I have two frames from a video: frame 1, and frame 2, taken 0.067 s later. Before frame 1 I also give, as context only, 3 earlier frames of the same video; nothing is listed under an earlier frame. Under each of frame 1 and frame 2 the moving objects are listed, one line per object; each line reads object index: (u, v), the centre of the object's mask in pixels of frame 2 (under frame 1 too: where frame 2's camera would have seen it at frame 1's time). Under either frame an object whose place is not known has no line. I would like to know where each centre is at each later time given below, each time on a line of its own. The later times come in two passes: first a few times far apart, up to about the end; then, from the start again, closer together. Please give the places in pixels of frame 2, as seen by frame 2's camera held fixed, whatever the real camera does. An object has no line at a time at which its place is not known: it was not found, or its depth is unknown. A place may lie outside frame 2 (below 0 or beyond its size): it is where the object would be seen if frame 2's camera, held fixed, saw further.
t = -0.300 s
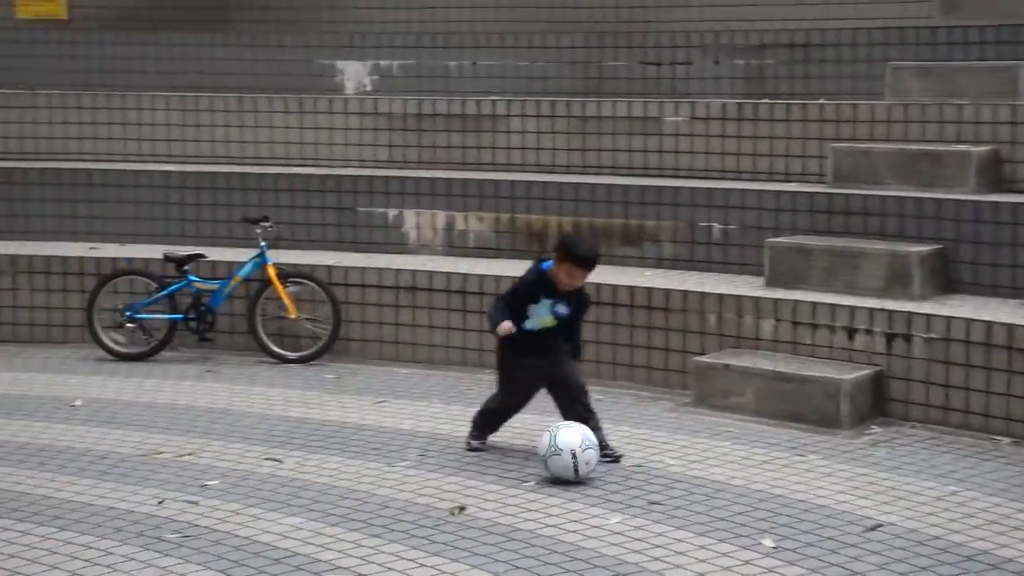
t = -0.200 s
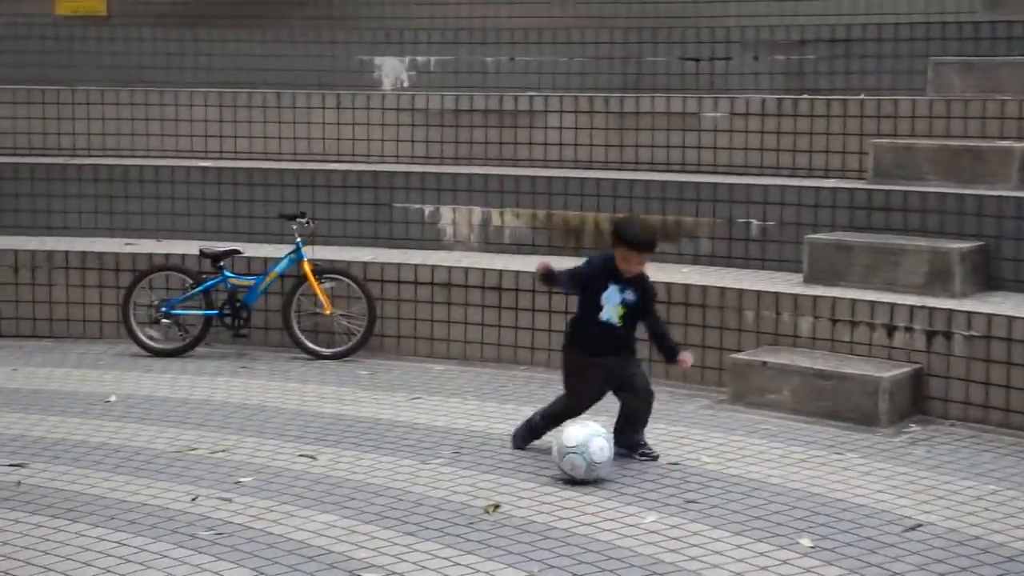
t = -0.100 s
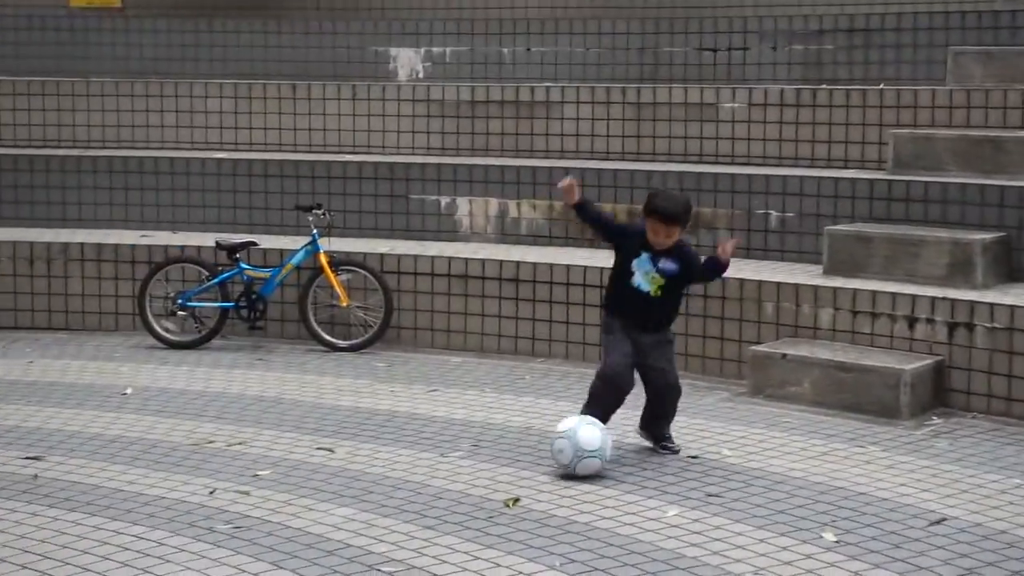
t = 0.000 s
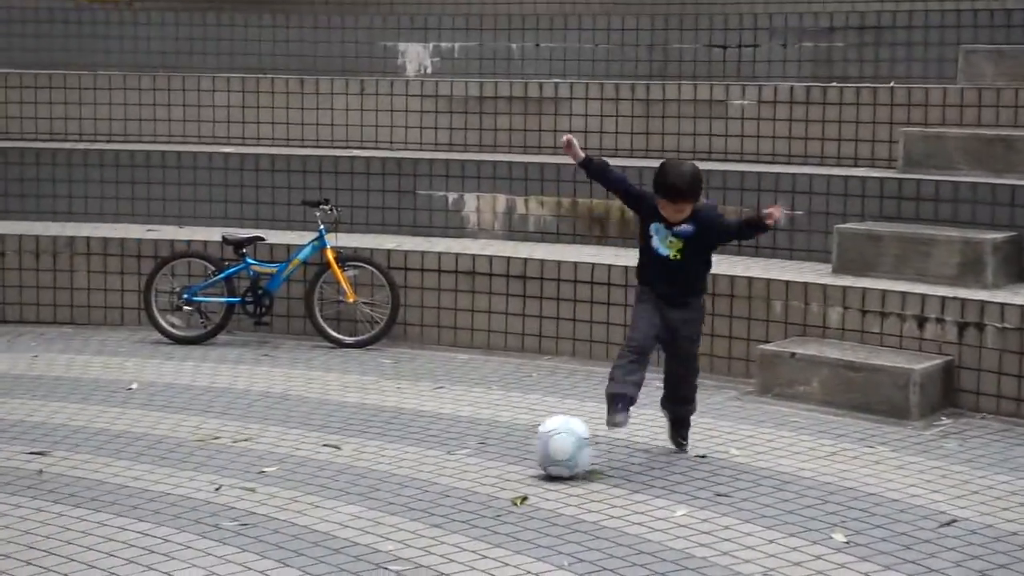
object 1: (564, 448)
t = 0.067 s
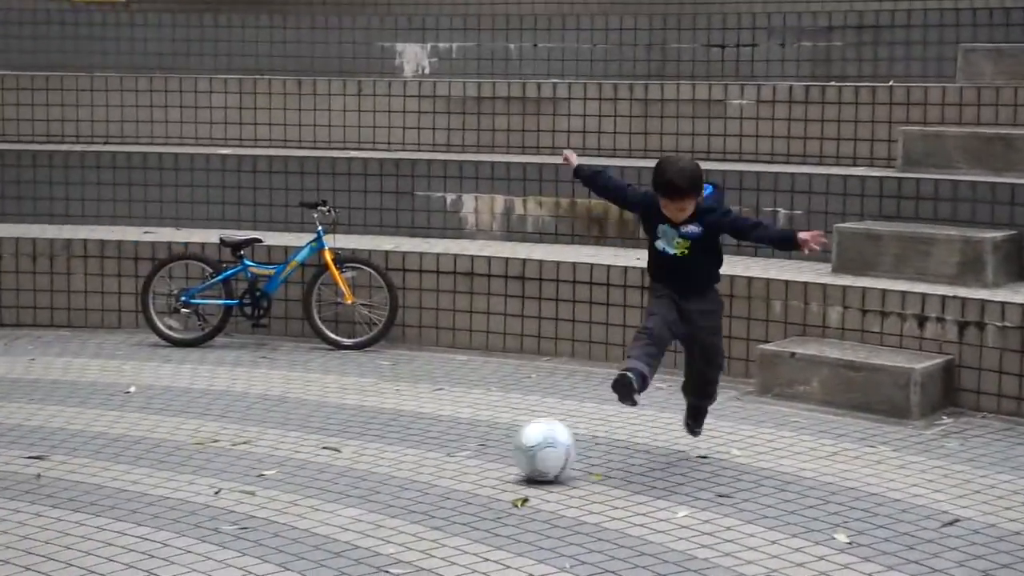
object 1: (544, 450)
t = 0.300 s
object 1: (475, 456)
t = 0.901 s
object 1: (286, 467)
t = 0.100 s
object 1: (535, 451)
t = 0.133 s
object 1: (524, 451)
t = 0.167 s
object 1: (514, 453)
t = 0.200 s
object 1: (505, 453)
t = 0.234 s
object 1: (496, 454)
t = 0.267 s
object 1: (485, 454)
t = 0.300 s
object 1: (475, 456)
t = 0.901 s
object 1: (286, 467)
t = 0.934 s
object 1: (276, 468)
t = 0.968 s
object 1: (264, 469)
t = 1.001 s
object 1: (254, 469)
